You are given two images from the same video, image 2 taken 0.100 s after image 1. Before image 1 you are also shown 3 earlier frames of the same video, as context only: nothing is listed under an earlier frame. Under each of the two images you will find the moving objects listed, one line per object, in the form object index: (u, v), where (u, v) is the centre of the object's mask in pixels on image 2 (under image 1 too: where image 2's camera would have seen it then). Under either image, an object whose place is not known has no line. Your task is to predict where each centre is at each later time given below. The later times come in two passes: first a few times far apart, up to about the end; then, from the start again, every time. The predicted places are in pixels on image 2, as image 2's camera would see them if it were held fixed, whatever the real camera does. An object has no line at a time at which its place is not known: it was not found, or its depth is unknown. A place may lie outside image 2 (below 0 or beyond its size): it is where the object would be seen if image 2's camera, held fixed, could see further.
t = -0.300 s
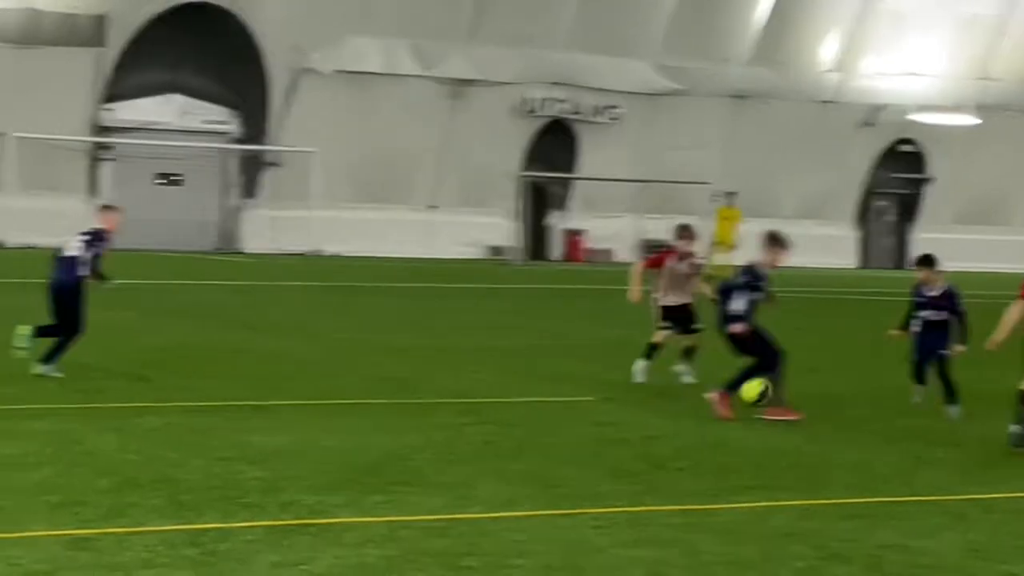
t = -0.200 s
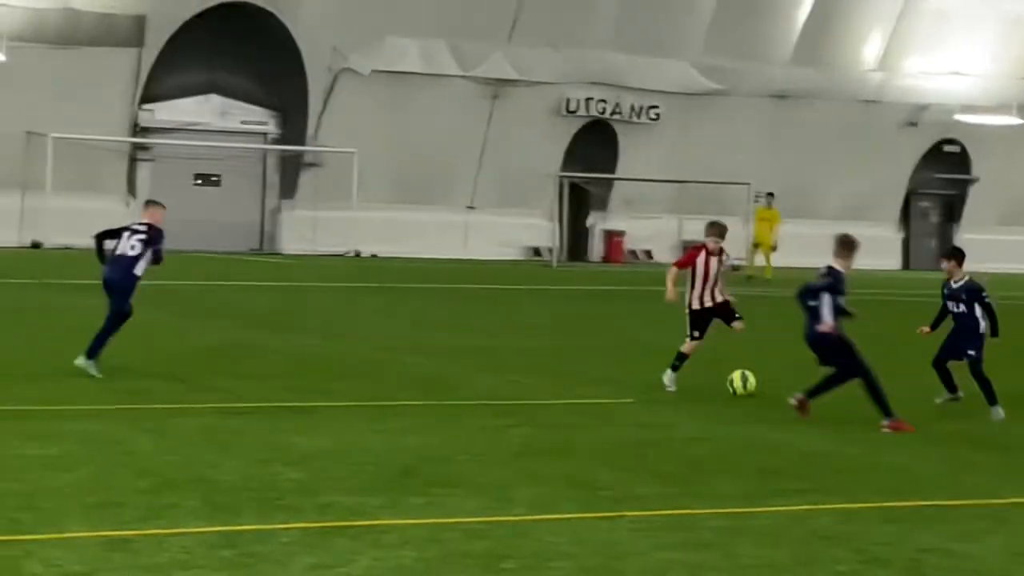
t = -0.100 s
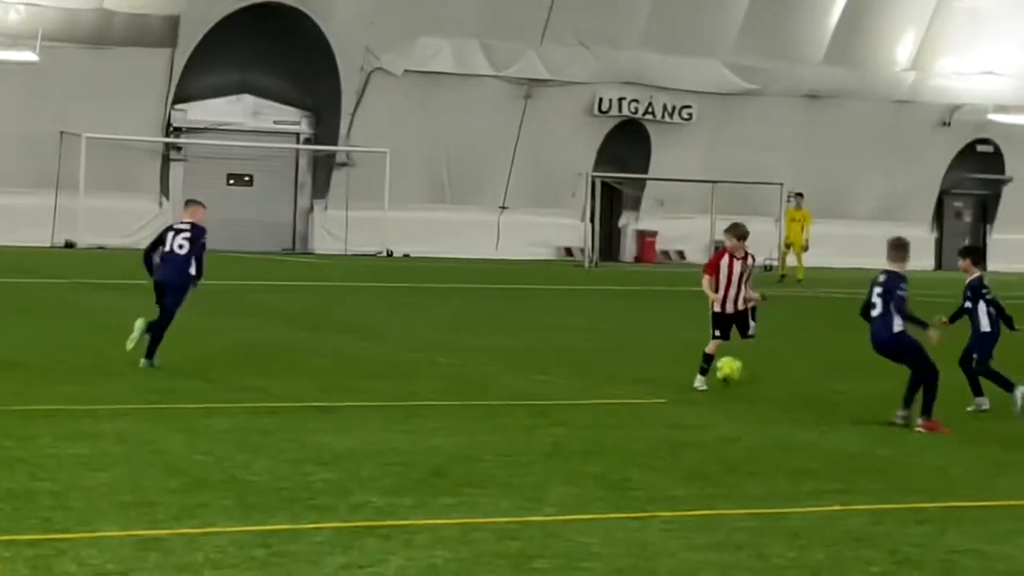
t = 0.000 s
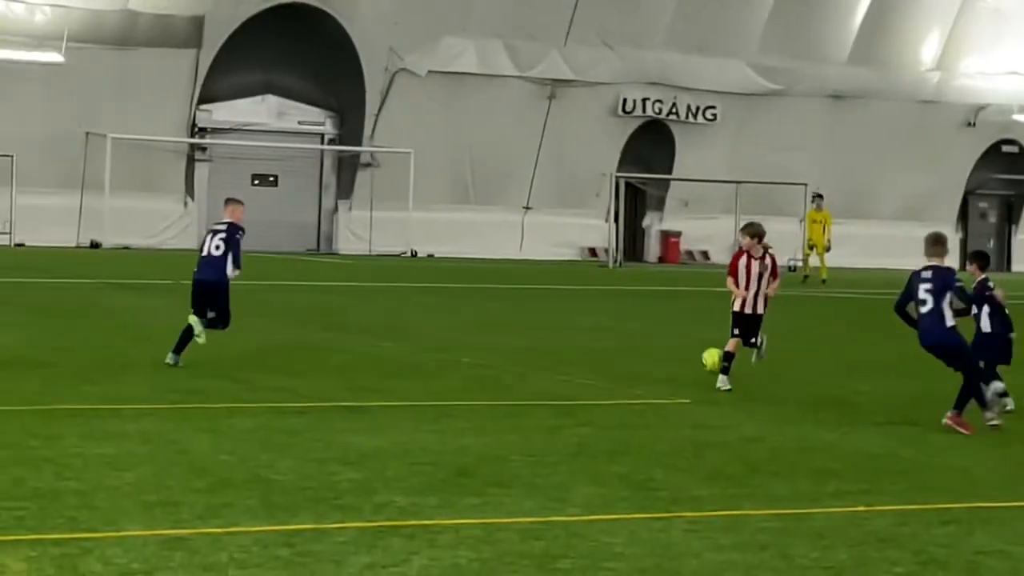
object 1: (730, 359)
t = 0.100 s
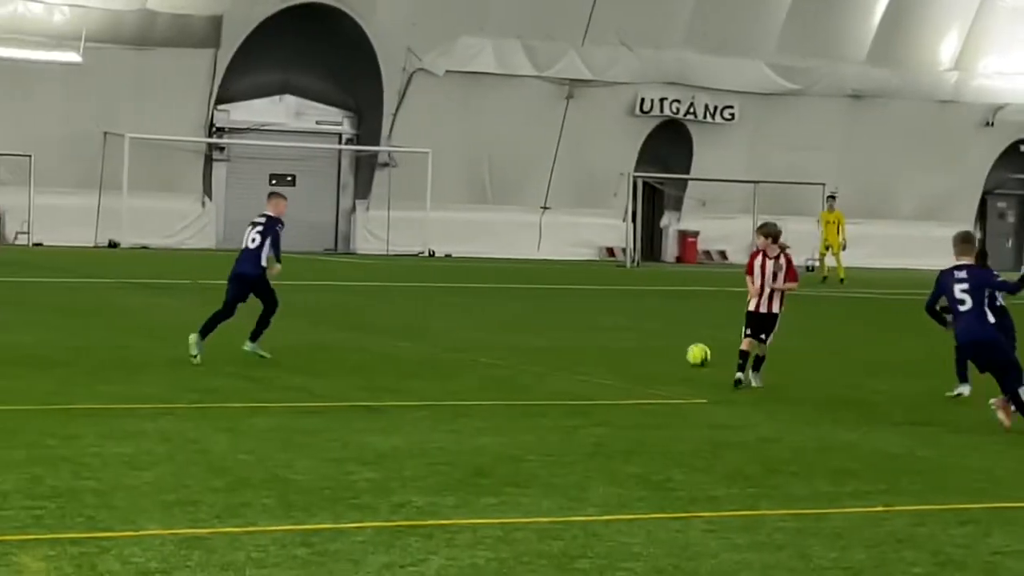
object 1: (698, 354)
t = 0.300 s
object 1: (647, 340)
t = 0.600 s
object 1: (584, 327)
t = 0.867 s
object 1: (539, 316)
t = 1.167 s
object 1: (495, 307)
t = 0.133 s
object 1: (689, 350)
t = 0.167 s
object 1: (680, 347)
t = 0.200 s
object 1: (671, 344)
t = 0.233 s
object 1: (662, 344)
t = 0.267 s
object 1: (655, 344)
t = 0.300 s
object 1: (647, 340)
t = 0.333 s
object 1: (639, 338)
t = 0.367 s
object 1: (632, 335)
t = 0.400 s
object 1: (625, 335)
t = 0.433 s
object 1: (617, 335)
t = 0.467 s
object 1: (611, 333)
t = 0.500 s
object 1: (604, 329)
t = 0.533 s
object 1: (598, 327)
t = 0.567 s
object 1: (591, 326)
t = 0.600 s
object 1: (584, 327)
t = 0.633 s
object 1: (579, 326)
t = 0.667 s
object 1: (573, 324)
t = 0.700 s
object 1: (567, 323)
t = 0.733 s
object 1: (561, 322)
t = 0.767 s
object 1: (556, 320)
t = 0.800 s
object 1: (550, 318)
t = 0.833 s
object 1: (545, 318)
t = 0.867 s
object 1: (539, 316)
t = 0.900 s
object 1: (534, 314)
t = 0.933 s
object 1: (529, 314)
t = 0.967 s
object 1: (524, 313)
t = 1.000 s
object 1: (519, 312)
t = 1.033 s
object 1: (514, 311)
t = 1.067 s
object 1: (509, 310)
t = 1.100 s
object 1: (505, 310)
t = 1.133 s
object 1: (500, 308)
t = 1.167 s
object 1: (495, 307)
